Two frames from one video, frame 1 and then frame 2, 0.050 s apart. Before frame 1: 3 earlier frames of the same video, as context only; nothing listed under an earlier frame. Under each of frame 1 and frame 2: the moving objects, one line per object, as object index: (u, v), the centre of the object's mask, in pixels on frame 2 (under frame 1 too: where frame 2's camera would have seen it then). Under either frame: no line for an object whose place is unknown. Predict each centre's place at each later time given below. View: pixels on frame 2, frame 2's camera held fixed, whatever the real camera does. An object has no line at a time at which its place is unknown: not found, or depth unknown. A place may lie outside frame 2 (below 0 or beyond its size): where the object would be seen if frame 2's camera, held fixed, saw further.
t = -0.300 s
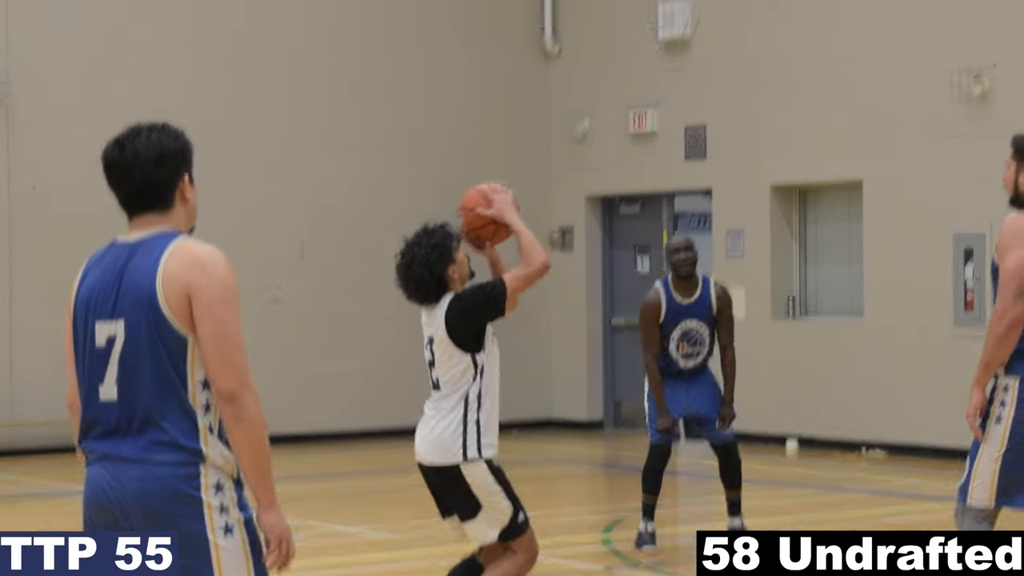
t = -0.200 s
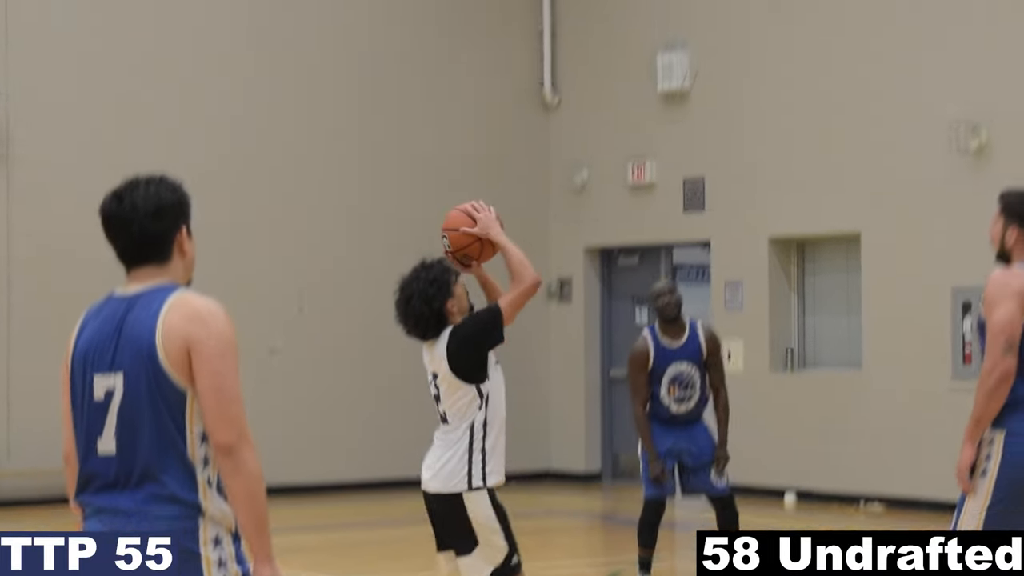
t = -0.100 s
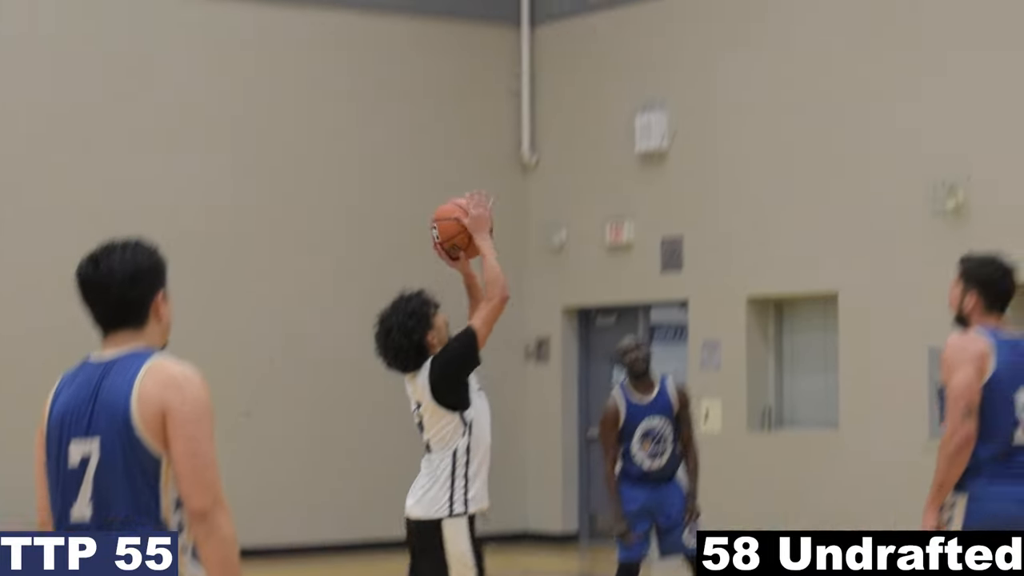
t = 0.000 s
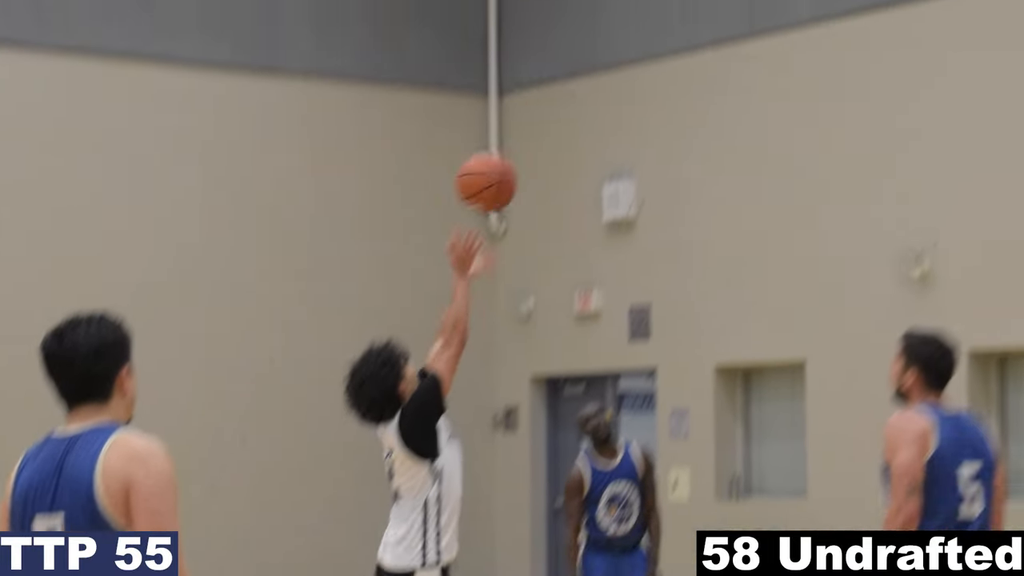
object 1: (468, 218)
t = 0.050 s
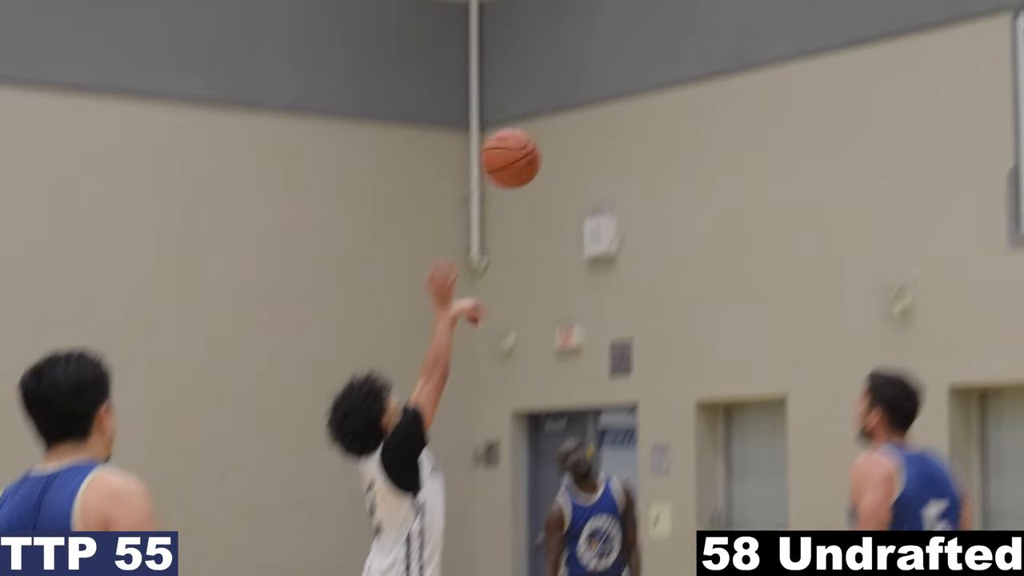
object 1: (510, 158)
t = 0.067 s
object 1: (525, 140)
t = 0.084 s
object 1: (538, 122)
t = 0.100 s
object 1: (552, 106)
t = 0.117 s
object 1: (566, 91)
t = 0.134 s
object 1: (579, 76)
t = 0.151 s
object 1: (592, 62)
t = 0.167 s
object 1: (605, 48)
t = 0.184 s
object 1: (618, 36)
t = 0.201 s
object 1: (631, 24)
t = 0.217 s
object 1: (644, 13)
